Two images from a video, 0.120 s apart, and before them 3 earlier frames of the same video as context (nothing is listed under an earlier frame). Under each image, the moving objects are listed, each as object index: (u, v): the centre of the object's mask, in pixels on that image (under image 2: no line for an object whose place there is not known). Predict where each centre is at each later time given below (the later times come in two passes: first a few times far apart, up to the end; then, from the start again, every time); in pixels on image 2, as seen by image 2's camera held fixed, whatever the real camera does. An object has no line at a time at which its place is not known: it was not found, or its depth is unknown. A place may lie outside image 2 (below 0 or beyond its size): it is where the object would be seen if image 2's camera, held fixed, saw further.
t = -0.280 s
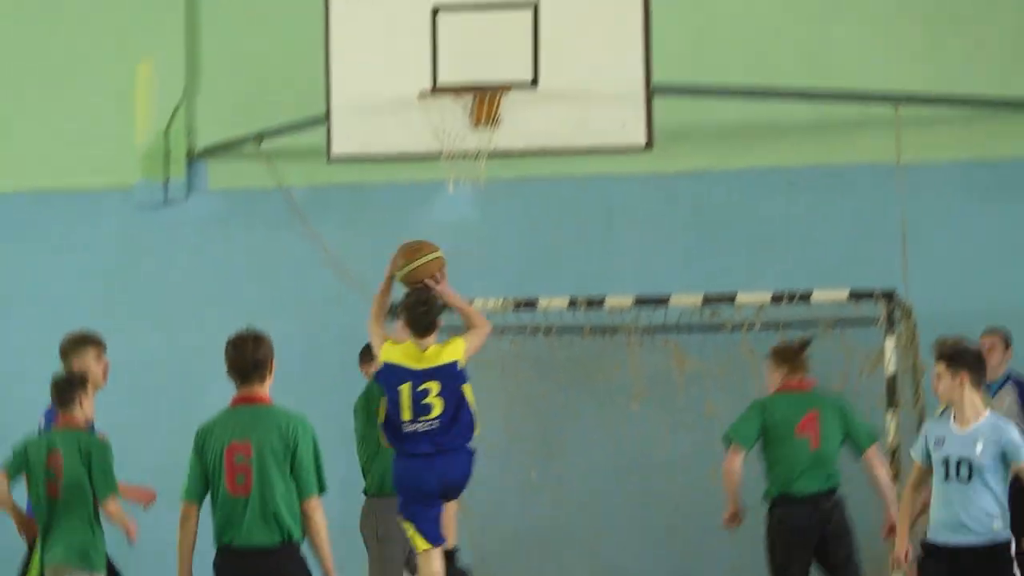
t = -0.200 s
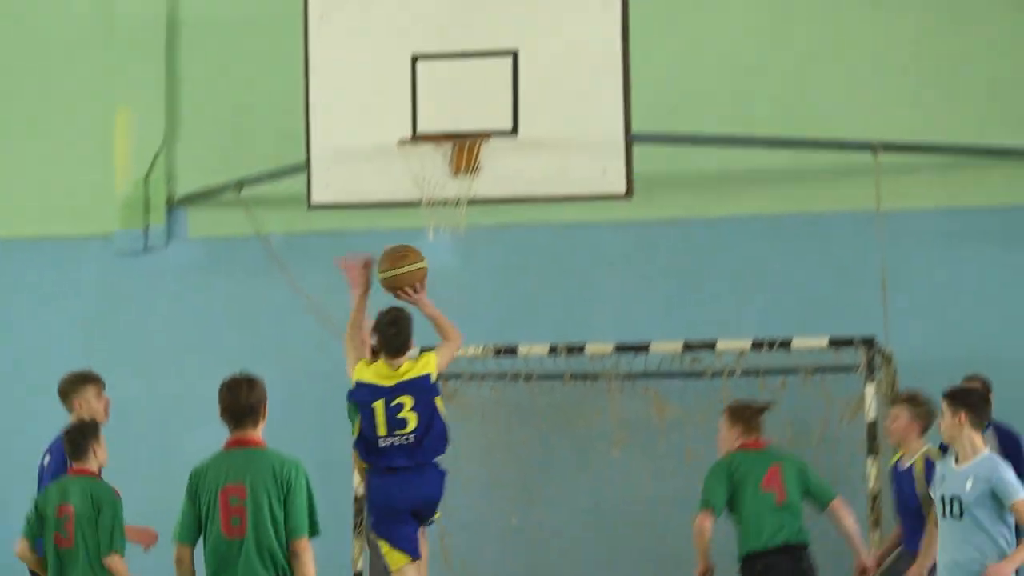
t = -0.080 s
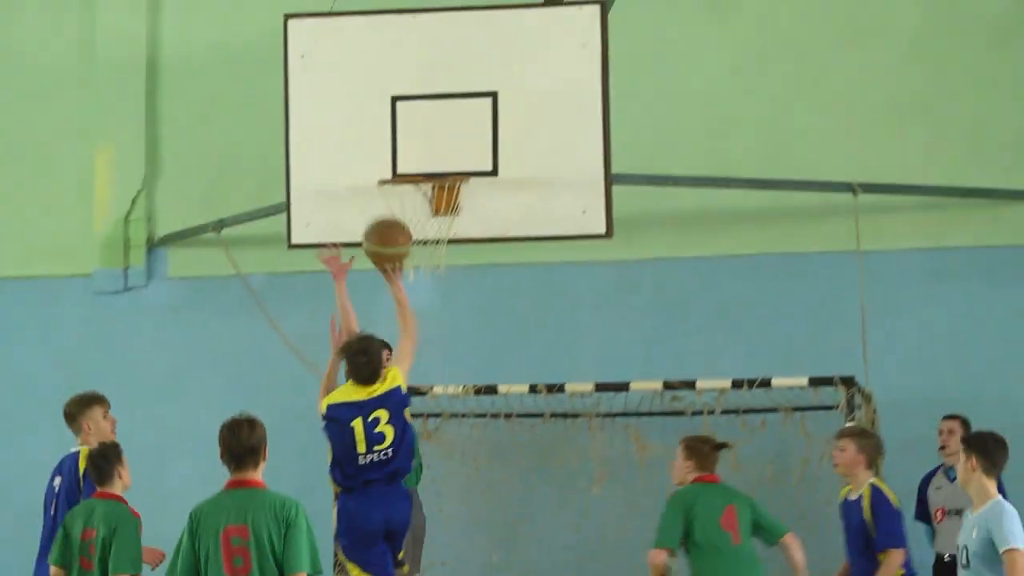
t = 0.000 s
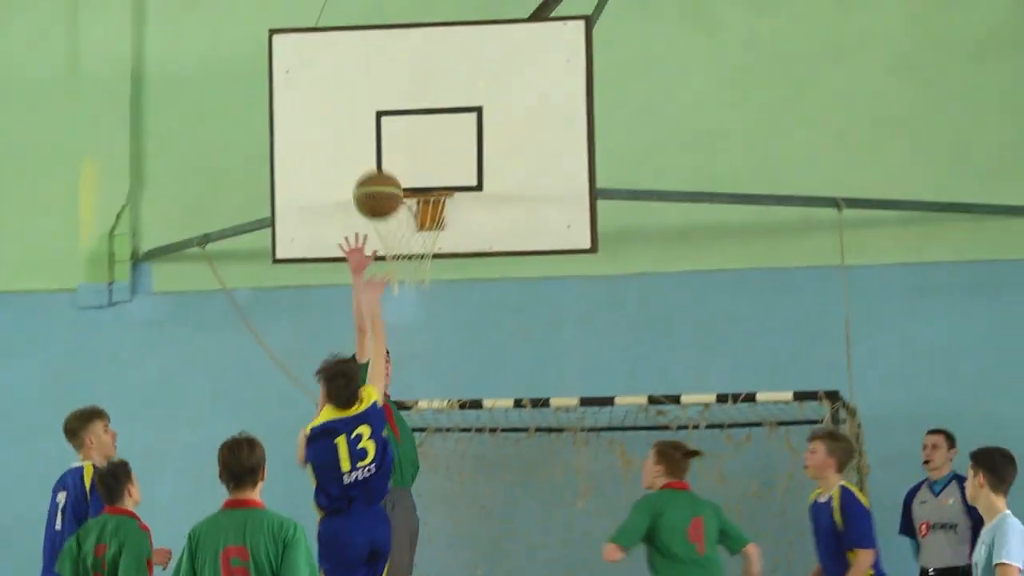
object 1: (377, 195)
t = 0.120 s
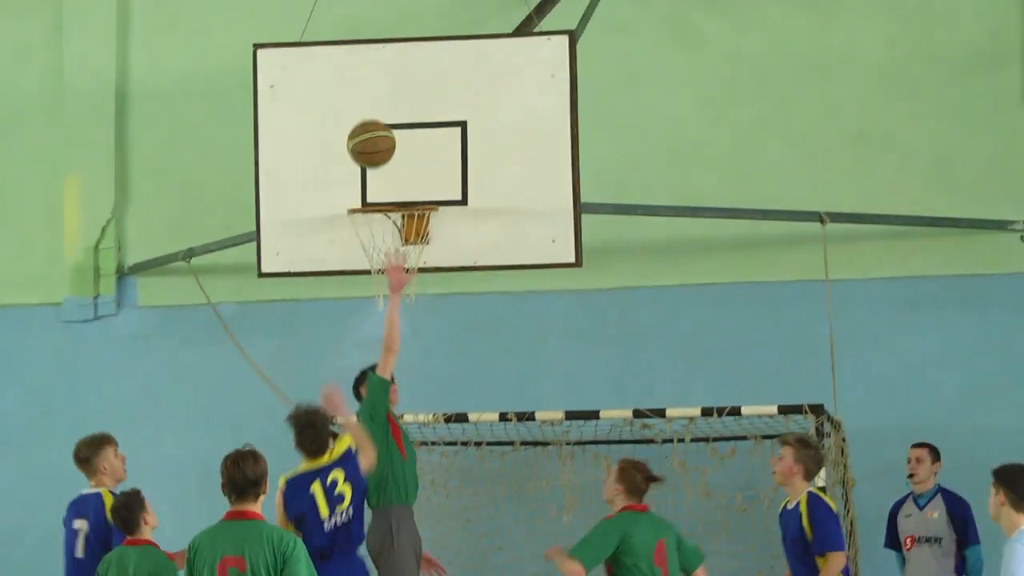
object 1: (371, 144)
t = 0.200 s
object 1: (376, 117)
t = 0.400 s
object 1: (390, 105)
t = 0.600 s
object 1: (405, 166)
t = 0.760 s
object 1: (355, 186)
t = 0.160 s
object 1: (374, 129)
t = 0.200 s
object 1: (376, 117)
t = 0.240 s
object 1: (379, 108)
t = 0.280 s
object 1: (382, 103)
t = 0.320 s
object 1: (385, 100)
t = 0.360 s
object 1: (387, 101)
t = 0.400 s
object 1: (390, 105)
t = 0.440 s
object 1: (393, 111)
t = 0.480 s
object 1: (396, 120)
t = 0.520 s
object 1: (399, 133)
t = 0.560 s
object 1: (402, 148)
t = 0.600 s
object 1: (405, 166)
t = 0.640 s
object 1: (408, 186)
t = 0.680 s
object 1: (397, 190)
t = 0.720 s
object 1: (375, 188)
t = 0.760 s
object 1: (355, 186)
